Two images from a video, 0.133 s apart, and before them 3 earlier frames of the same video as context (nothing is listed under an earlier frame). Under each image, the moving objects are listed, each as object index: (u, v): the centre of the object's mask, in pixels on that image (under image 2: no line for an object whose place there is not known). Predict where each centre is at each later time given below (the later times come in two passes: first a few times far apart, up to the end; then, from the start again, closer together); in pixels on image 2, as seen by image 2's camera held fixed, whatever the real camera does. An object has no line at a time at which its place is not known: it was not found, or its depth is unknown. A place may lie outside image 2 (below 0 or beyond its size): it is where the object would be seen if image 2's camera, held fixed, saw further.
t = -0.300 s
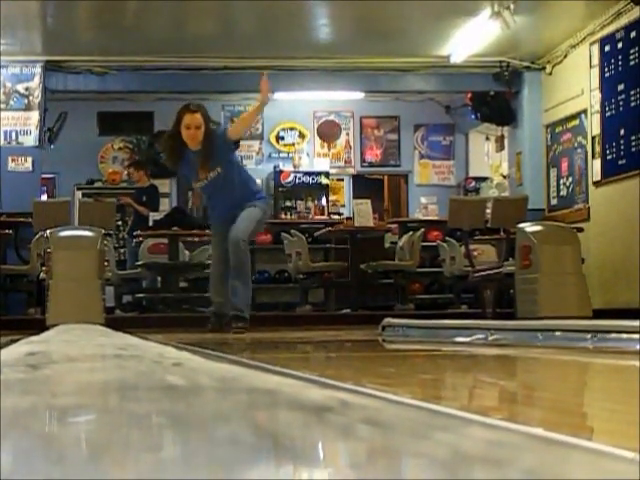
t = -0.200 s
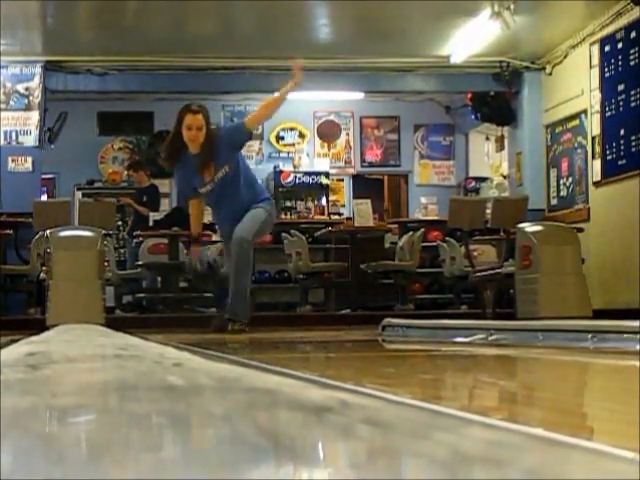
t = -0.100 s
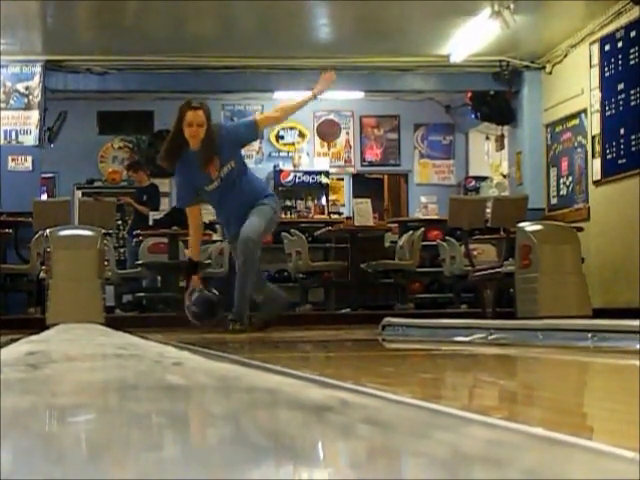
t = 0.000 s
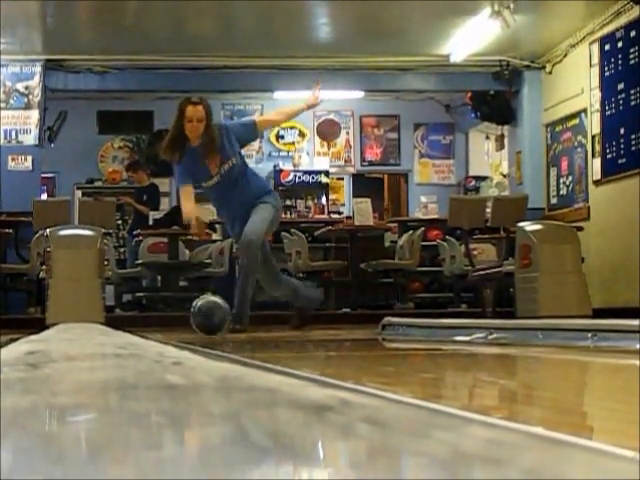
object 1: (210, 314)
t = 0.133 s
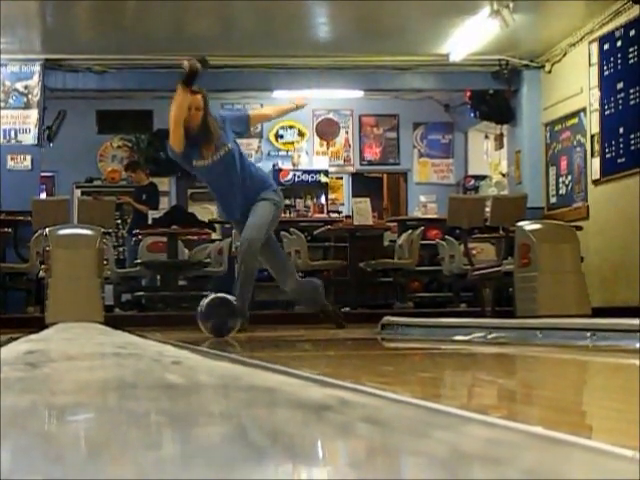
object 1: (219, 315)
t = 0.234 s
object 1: (228, 314)
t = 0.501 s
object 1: (264, 311)
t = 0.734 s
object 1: (321, 309)
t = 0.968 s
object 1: (435, 304)
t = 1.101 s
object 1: (572, 297)
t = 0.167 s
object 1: (222, 315)
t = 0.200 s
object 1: (225, 314)
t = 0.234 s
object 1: (228, 314)
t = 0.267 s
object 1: (232, 314)
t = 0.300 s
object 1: (236, 313)
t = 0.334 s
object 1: (240, 313)
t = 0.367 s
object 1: (244, 312)
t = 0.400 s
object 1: (248, 312)
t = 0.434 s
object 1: (254, 312)
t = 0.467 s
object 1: (259, 311)
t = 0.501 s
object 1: (264, 311)
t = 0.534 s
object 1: (271, 311)
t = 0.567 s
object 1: (278, 310)
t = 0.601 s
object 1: (285, 310)
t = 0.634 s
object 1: (292, 310)
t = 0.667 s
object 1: (301, 310)
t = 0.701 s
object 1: (310, 309)
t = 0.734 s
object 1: (321, 309)
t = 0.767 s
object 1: (332, 308)
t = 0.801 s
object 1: (345, 308)
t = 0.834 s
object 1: (359, 307)
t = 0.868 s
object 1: (375, 307)
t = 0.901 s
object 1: (392, 306)
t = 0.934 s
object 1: (411, 305)
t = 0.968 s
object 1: (435, 304)
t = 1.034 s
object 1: (497, 300)
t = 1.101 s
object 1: (572, 297)
